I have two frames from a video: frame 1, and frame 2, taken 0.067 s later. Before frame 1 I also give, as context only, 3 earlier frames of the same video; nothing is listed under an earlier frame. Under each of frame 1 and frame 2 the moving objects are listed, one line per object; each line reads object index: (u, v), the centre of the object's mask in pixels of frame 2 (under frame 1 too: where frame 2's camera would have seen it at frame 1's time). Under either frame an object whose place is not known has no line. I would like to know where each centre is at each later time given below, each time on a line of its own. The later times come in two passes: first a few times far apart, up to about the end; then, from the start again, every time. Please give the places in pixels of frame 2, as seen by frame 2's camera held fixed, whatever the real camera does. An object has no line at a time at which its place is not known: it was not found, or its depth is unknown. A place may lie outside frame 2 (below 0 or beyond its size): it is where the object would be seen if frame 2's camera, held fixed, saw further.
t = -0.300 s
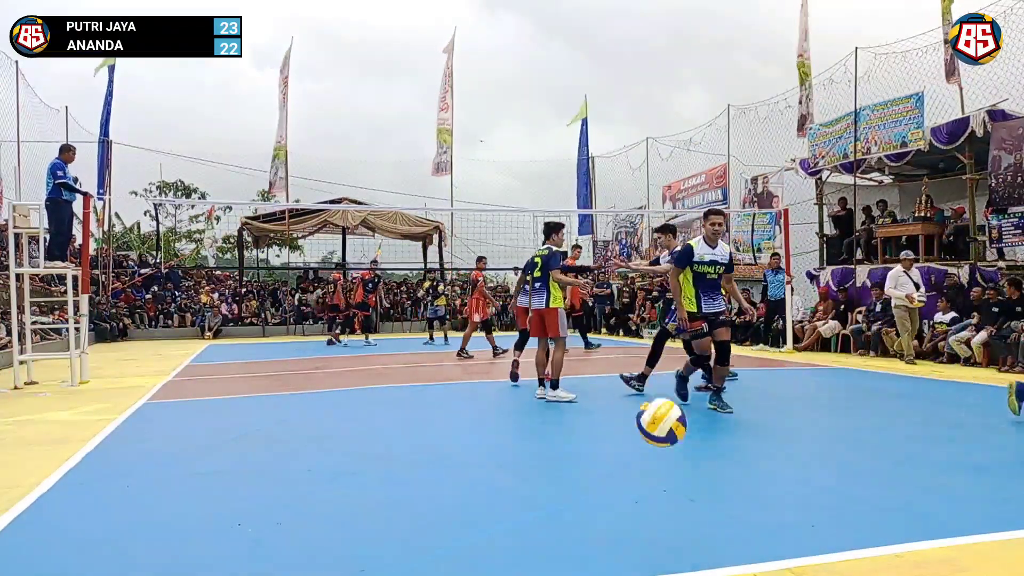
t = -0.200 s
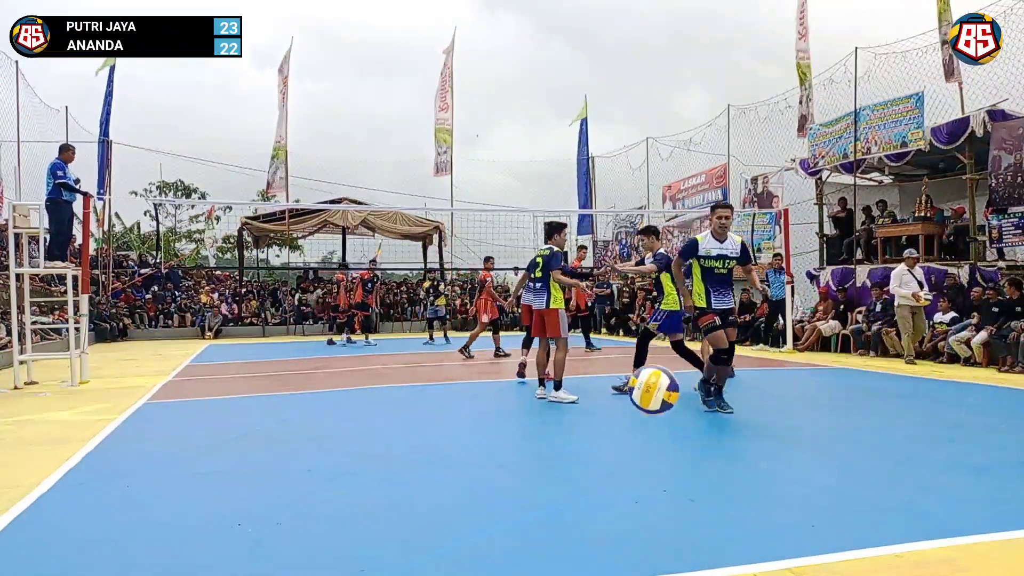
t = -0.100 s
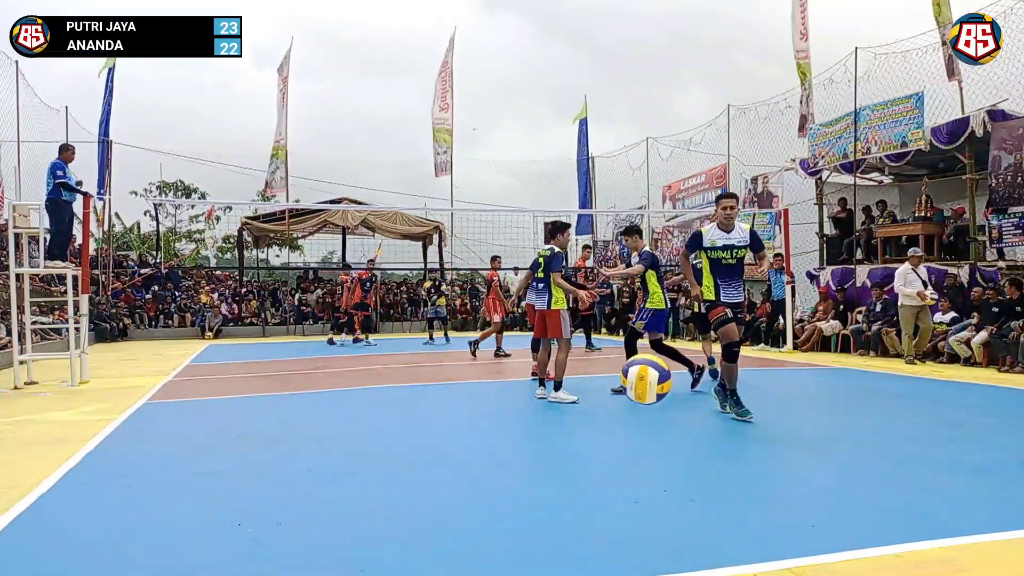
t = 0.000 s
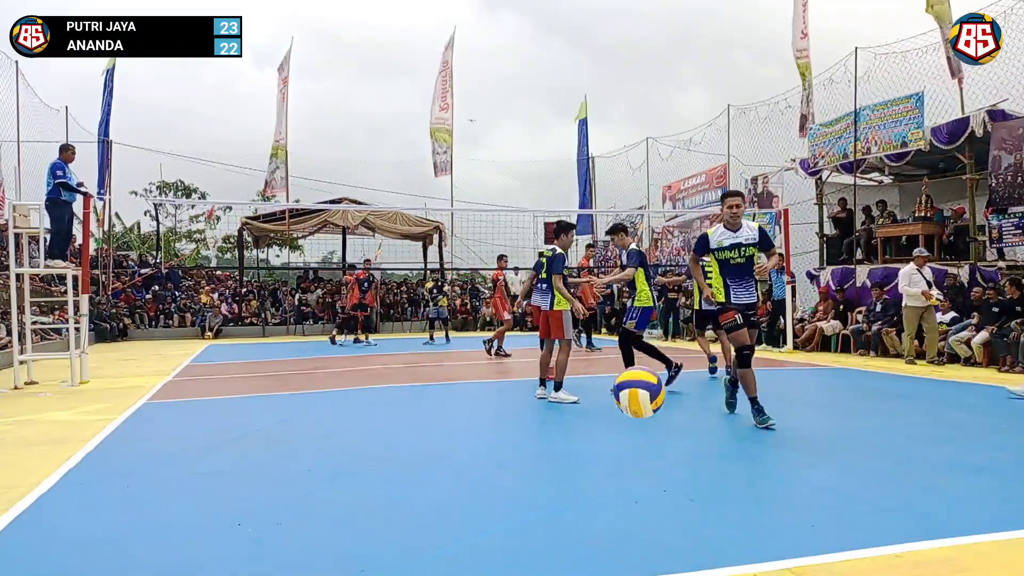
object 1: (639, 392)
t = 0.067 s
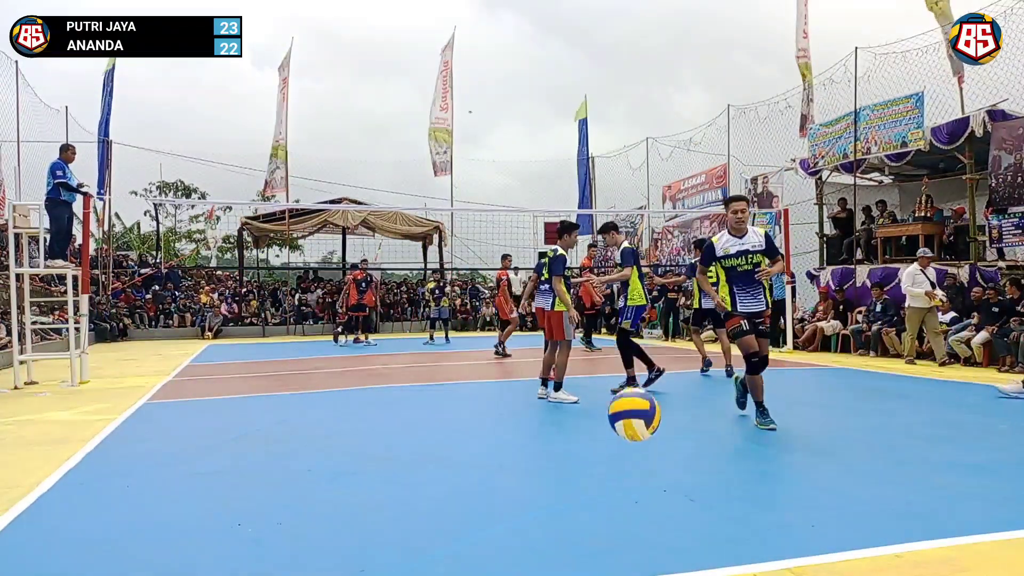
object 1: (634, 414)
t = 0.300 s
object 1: (619, 521)
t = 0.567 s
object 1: (603, 432)
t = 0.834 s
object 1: (590, 528)
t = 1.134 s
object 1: (572, 483)
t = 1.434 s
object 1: (556, 569)
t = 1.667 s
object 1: (541, 529)
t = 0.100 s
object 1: (632, 430)
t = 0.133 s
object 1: (630, 449)
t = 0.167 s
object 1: (628, 471)
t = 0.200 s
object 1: (626, 496)
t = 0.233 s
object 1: (624, 524)
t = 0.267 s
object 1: (621, 544)
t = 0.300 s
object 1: (619, 521)
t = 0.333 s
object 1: (617, 501)
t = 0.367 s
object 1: (615, 483)
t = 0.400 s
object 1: (613, 468)
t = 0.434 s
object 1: (611, 455)
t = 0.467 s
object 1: (609, 445)
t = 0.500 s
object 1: (607, 438)
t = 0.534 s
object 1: (605, 434)
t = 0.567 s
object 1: (603, 432)
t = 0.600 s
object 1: (601, 434)
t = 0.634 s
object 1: (599, 438)
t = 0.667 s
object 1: (598, 445)
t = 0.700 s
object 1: (596, 455)
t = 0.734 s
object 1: (594, 468)
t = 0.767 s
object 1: (593, 485)
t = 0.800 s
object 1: (591, 505)
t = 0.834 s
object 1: (590, 528)
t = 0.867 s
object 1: (589, 552)
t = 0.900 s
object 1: (587, 557)
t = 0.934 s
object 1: (585, 544)
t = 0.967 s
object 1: (583, 527)
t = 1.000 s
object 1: (580, 512)
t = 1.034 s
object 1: (578, 500)
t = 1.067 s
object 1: (576, 492)
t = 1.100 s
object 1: (575, 486)
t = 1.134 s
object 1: (572, 483)
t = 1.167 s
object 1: (571, 483)
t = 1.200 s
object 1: (569, 486)
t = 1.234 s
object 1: (567, 493)
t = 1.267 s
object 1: (565, 503)
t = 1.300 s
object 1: (564, 517)
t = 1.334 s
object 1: (562, 534)
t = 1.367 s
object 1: (560, 550)
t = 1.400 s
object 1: (558, 562)
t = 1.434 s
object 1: (556, 569)
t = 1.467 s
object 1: (554, 561)
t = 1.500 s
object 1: (552, 553)
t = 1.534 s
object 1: (550, 546)
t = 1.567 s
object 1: (548, 538)
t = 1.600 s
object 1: (546, 531)
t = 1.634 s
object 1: (544, 528)
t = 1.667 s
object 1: (541, 529)
